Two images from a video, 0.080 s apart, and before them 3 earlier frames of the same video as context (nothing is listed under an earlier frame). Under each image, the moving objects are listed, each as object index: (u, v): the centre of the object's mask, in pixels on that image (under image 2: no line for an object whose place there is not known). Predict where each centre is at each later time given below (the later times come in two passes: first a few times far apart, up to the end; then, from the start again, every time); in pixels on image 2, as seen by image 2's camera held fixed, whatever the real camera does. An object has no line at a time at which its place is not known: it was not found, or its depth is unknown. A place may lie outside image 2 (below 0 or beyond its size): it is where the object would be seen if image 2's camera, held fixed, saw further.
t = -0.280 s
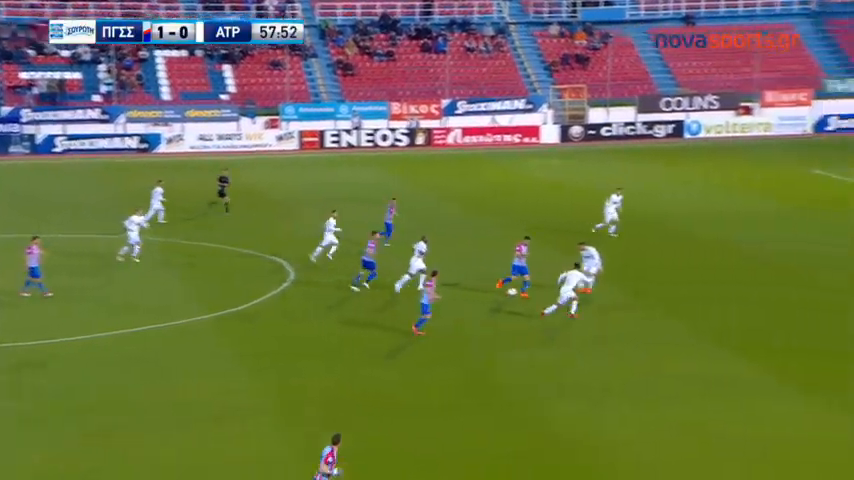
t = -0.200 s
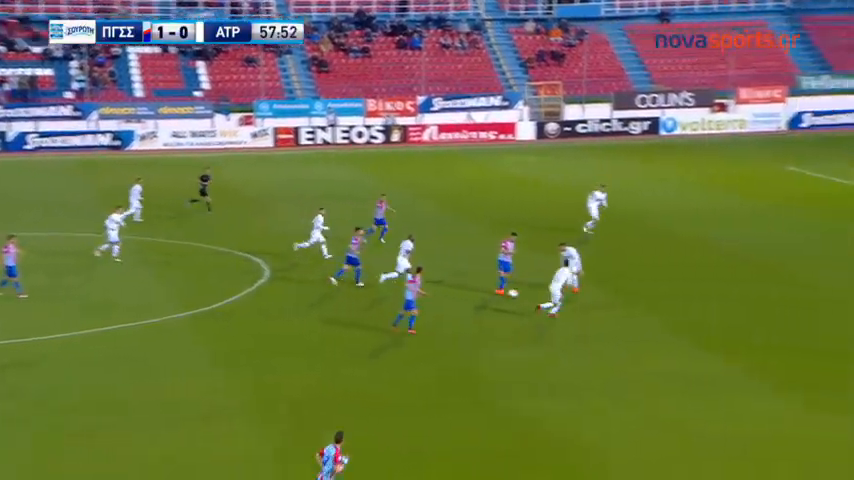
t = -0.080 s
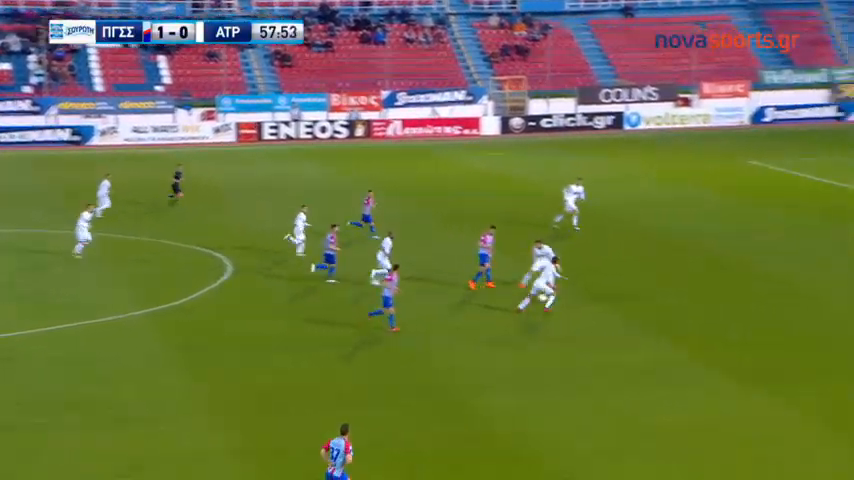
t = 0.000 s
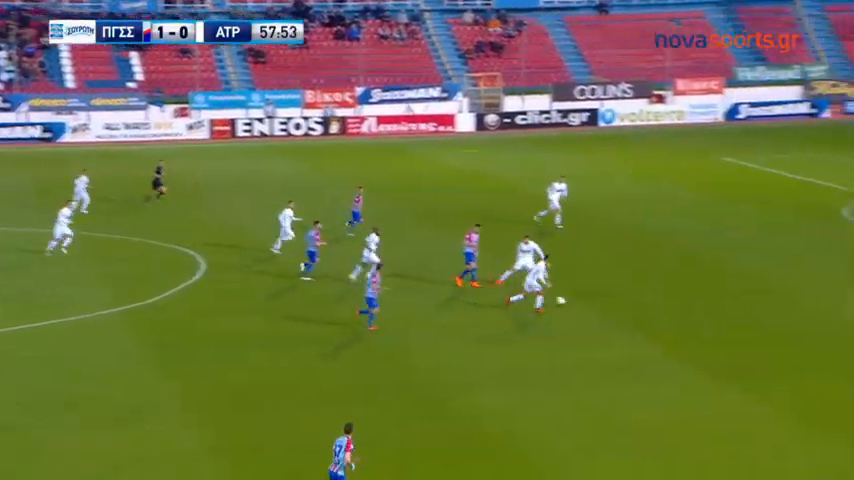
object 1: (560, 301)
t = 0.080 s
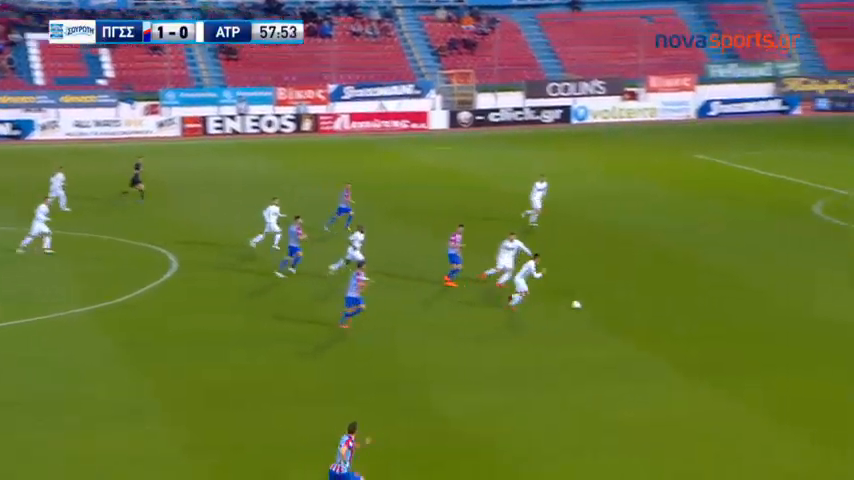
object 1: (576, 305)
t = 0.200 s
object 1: (636, 314)
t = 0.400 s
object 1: (734, 330)
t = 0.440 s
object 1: (753, 333)
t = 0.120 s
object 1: (596, 307)
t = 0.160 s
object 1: (616, 310)
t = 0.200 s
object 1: (636, 314)
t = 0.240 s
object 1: (656, 317)
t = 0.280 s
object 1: (676, 320)
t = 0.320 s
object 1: (695, 323)
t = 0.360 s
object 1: (714, 326)
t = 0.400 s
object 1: (734, 330)
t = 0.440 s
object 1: (753, 333)
